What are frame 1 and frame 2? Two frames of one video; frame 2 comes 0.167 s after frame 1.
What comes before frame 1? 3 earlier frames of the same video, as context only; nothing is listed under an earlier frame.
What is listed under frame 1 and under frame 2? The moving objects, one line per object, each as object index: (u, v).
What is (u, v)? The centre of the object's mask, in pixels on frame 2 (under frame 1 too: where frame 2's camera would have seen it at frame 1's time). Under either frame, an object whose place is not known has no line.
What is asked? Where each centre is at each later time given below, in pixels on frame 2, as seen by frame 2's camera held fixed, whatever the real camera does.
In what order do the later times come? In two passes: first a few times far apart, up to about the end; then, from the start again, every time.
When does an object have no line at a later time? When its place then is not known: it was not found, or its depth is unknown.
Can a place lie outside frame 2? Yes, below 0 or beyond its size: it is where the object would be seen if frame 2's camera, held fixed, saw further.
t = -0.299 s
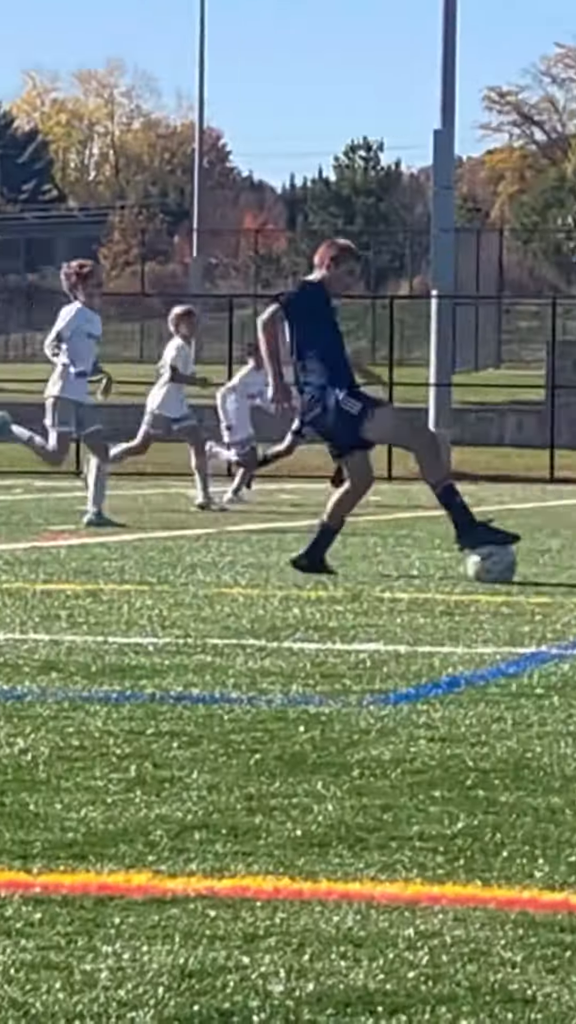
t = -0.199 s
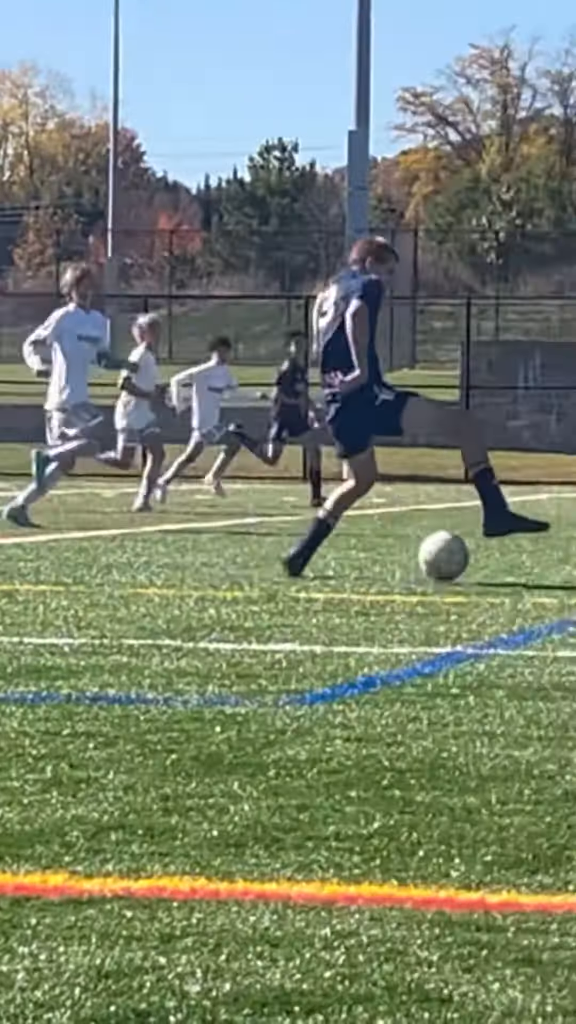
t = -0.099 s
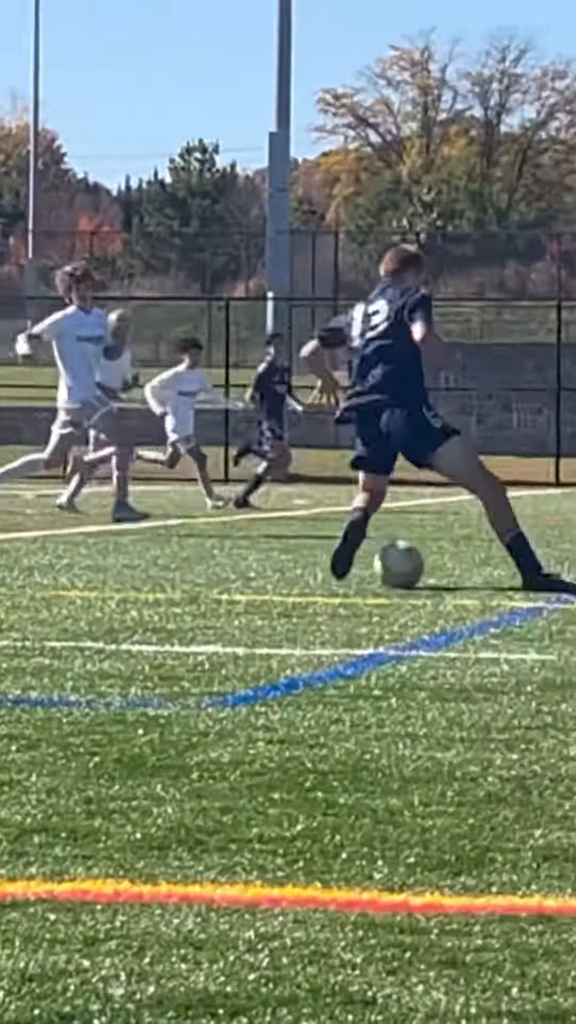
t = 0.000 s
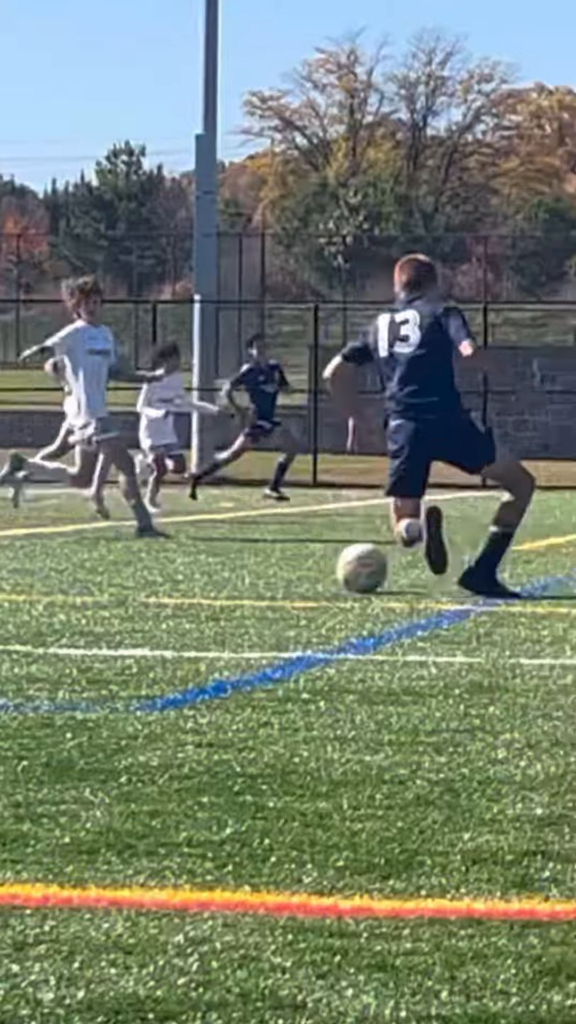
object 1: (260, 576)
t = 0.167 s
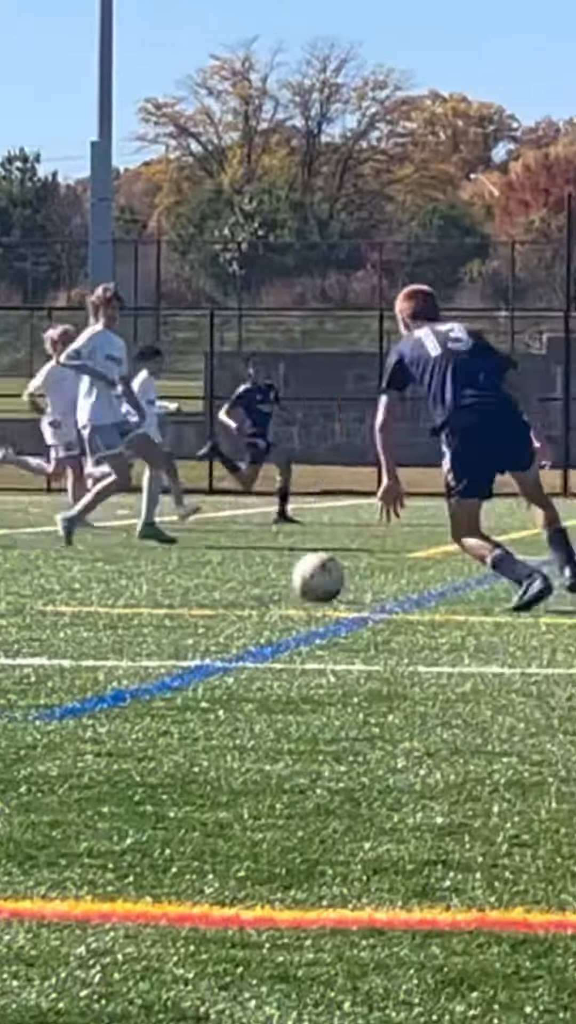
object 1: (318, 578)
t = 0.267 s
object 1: (353, 580)
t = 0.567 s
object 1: (460, 583)
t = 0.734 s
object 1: (518, 586)
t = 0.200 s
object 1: (330, 579)
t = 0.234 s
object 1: (342, 580)
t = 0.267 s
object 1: (353, 580)
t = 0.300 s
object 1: (365, 580)
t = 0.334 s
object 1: (377, 581)
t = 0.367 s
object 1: (389, 582)
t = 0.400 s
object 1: (401, 582)
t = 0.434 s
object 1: (413, 583)
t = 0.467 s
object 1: (425, 583)
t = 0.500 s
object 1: (437, 583)
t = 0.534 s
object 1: (448, 583)
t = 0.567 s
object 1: (460, 583)
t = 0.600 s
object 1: (472, 584)
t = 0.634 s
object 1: (484, 585)
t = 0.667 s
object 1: (495, 585)
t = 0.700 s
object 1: (507, 585)
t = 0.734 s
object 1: (518, 586)
